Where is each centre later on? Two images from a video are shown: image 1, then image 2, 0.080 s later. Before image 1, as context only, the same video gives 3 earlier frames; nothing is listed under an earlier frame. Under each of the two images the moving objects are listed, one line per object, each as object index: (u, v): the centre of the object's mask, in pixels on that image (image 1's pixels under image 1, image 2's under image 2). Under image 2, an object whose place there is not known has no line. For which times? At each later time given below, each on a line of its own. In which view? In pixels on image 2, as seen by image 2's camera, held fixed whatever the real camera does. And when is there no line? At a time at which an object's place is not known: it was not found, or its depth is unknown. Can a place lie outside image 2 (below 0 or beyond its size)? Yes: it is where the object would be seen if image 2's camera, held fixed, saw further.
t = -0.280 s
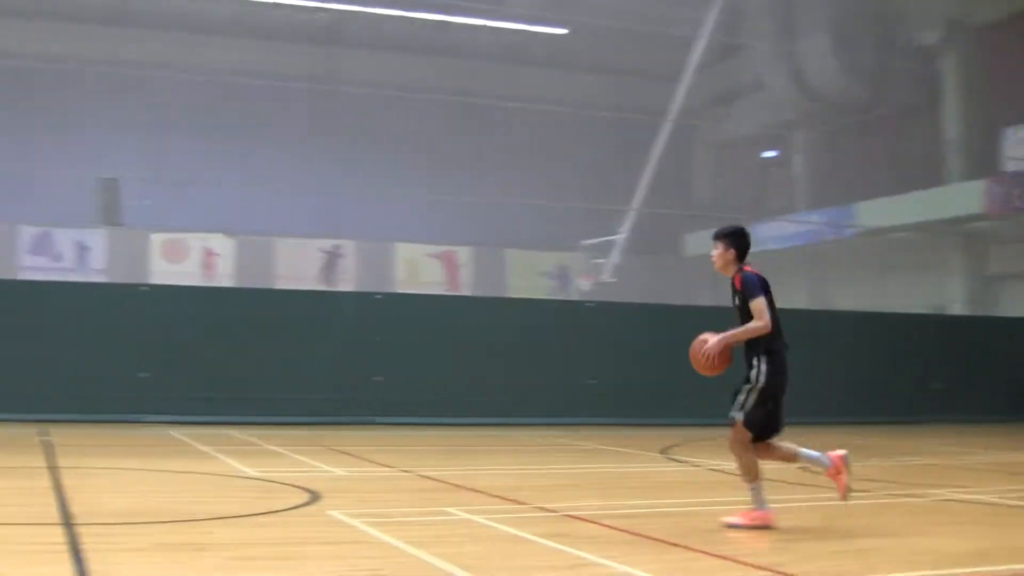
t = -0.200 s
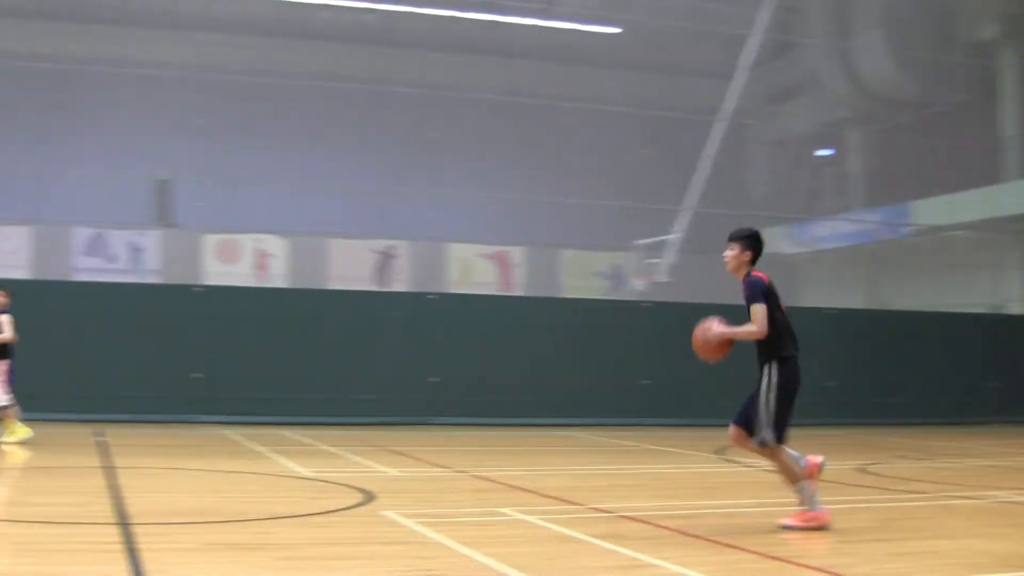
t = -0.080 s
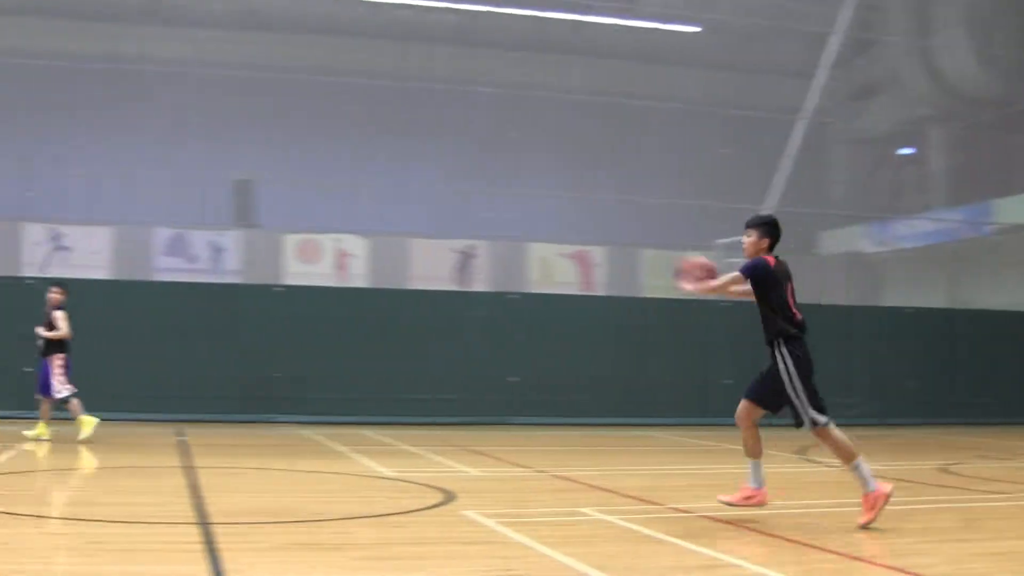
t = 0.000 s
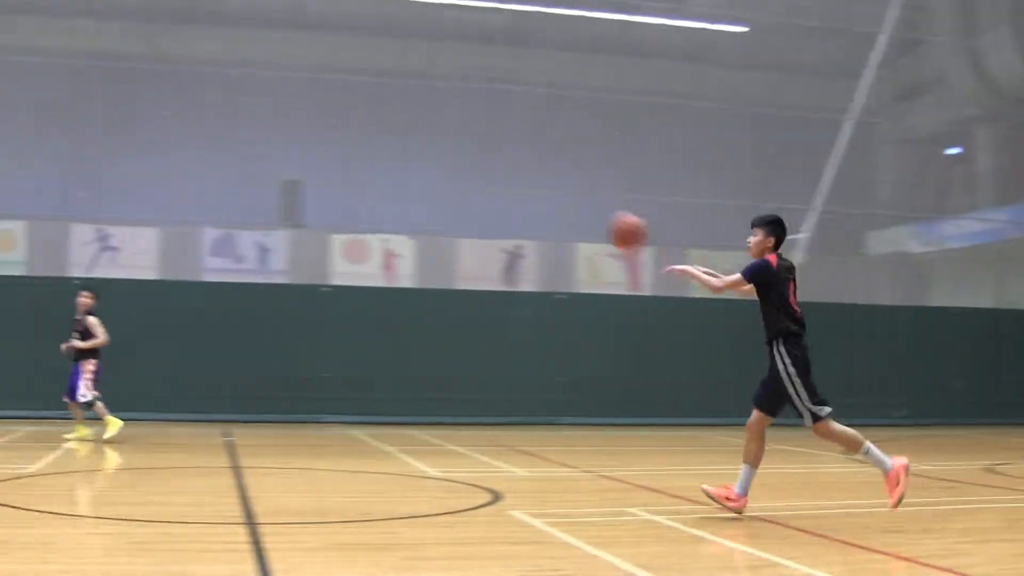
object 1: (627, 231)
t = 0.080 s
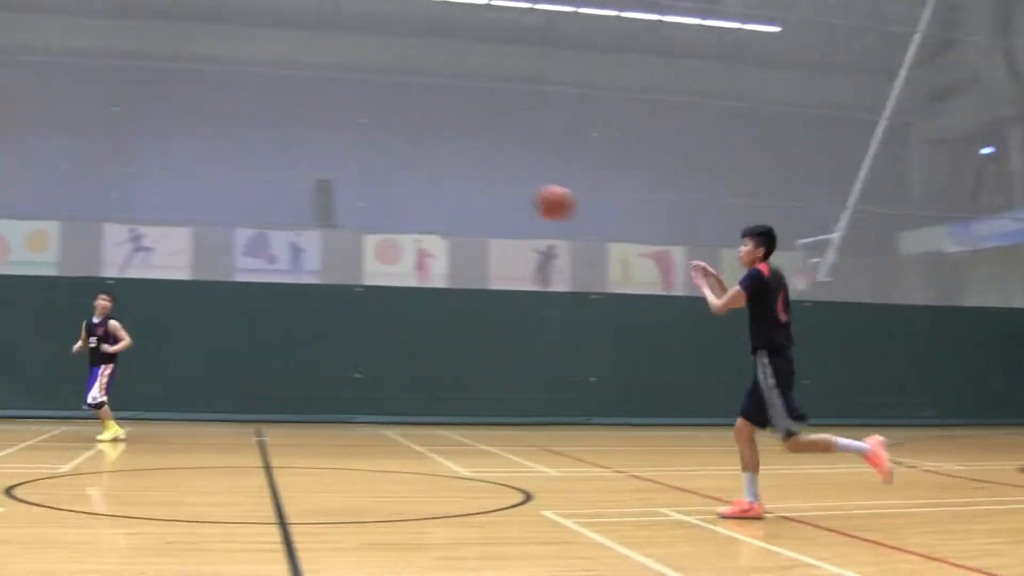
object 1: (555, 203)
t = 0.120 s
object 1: (510, 193)
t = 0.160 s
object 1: (467, 185)
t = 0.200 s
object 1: (425, 181)
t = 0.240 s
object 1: (388, 179)
